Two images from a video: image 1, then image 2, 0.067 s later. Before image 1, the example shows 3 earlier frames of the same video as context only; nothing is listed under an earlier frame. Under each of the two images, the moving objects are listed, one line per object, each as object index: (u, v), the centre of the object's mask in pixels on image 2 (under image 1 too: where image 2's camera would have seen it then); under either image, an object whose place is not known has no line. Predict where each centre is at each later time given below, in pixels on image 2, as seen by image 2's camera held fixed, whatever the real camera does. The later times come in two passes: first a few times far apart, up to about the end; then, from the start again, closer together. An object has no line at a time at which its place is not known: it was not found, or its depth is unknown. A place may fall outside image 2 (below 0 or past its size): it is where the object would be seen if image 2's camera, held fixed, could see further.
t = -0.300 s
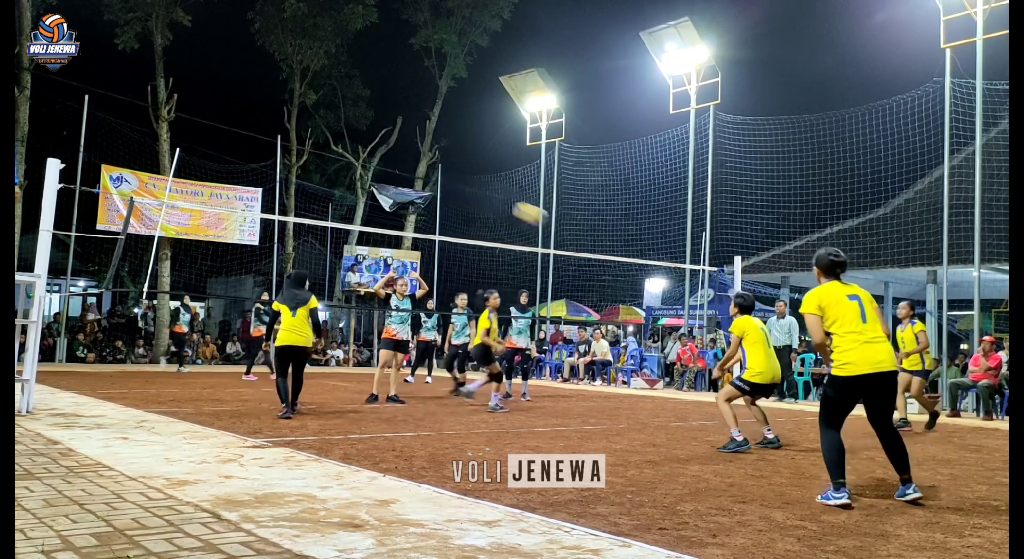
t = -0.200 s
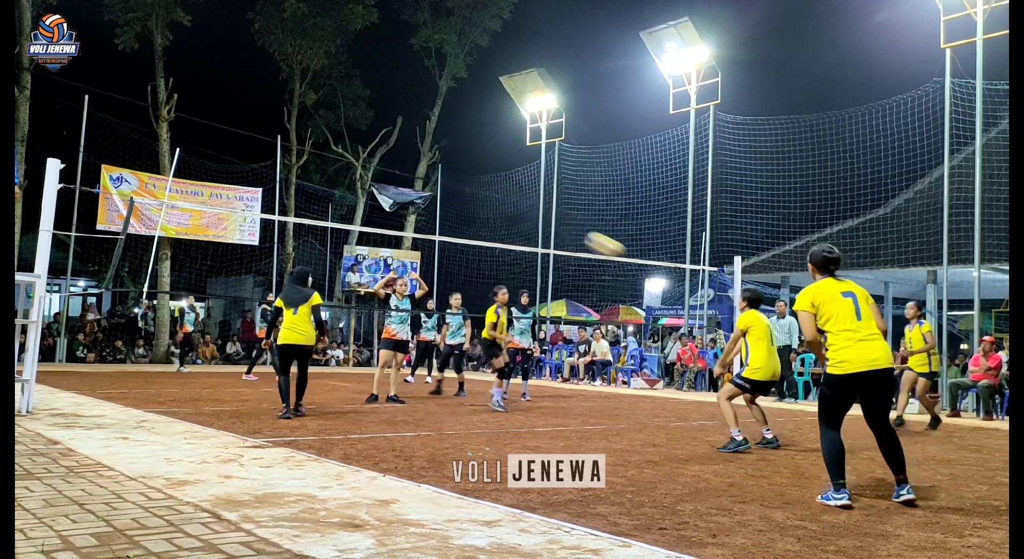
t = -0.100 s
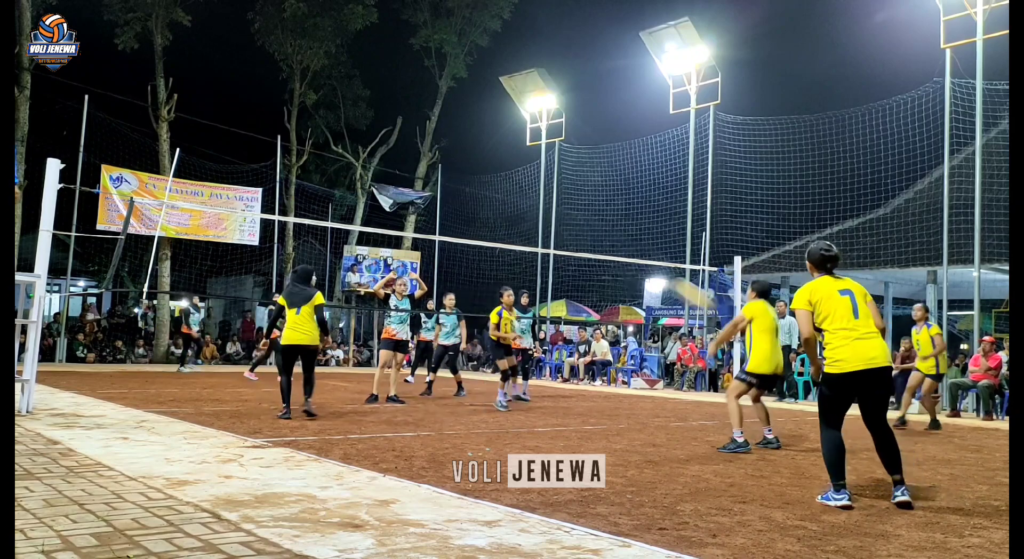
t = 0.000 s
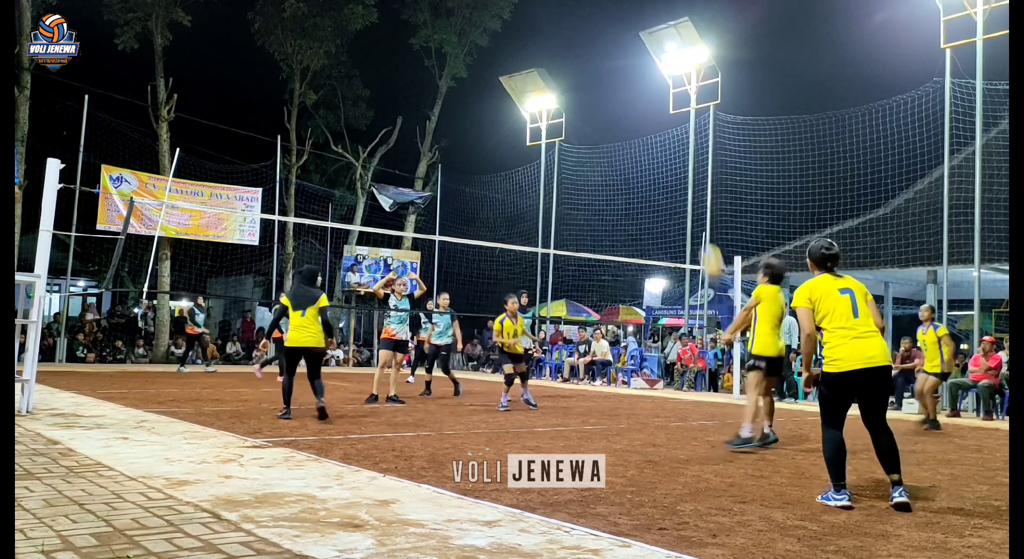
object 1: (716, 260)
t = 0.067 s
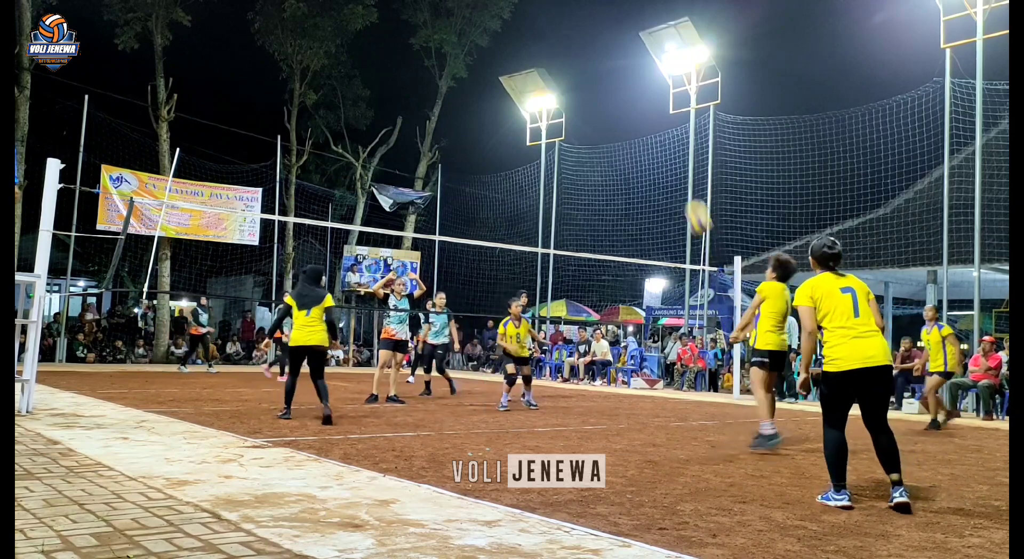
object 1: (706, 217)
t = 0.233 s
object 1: (672, 126)
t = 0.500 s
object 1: (618, 52)
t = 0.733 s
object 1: (586, 42)
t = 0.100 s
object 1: (699, 197)
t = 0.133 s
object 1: (693, 175)
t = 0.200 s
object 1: (679, 141)
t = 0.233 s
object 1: (672, 126)
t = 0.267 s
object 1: (664, 110)
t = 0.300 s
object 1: (660, 100)
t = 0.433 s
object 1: (630, 64)
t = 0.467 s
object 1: (630, 55)
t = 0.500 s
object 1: (618, 52)
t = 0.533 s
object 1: (621, 46)
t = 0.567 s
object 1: (616, 44)
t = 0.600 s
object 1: (608, 42)
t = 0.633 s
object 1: (603, 42)
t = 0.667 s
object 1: (598, 39)
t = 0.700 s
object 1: (589, 42)
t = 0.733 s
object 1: (586, 42)
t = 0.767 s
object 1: (580, 46)
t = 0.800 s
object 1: (574, 49)
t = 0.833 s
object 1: (570, 54)
